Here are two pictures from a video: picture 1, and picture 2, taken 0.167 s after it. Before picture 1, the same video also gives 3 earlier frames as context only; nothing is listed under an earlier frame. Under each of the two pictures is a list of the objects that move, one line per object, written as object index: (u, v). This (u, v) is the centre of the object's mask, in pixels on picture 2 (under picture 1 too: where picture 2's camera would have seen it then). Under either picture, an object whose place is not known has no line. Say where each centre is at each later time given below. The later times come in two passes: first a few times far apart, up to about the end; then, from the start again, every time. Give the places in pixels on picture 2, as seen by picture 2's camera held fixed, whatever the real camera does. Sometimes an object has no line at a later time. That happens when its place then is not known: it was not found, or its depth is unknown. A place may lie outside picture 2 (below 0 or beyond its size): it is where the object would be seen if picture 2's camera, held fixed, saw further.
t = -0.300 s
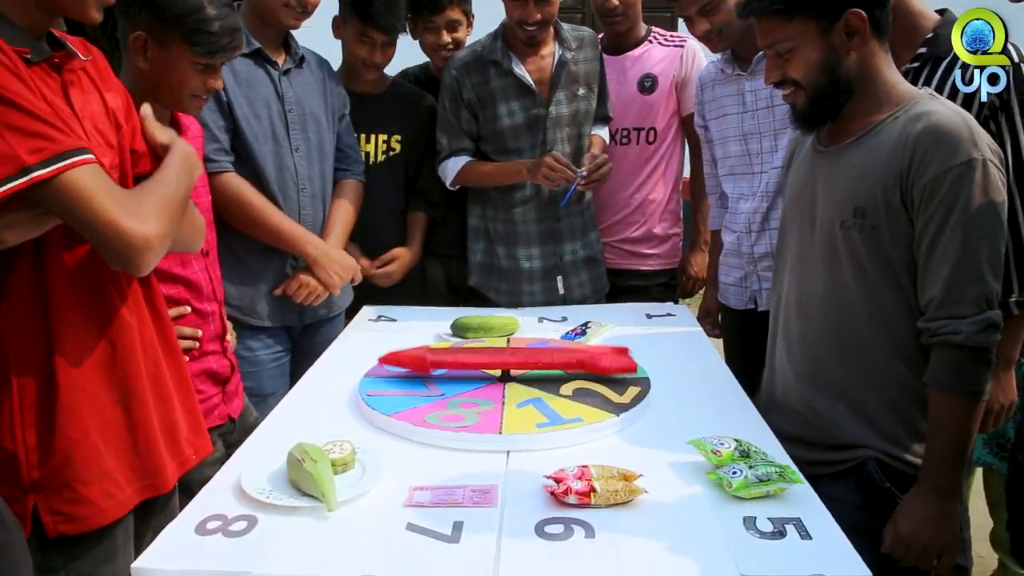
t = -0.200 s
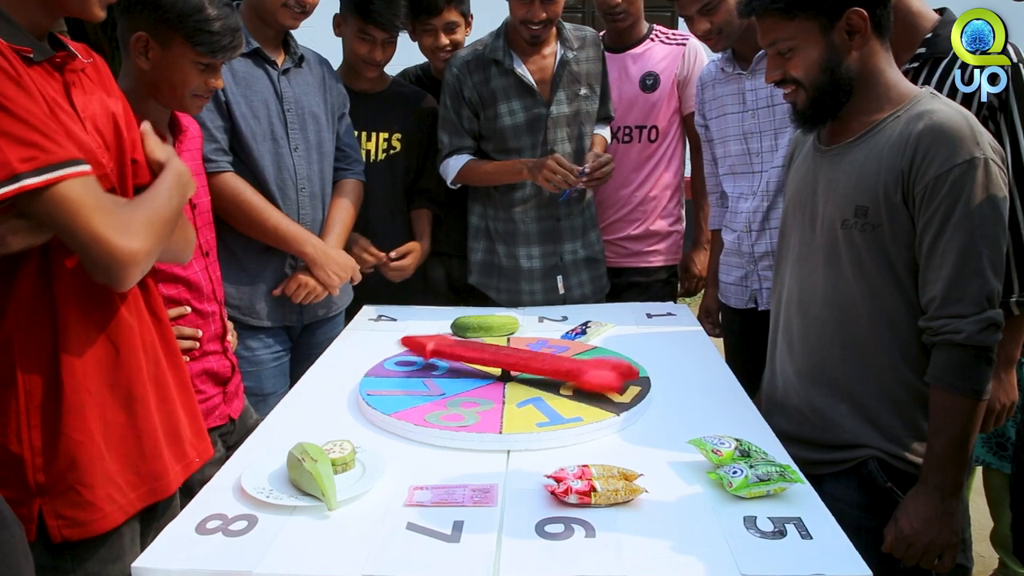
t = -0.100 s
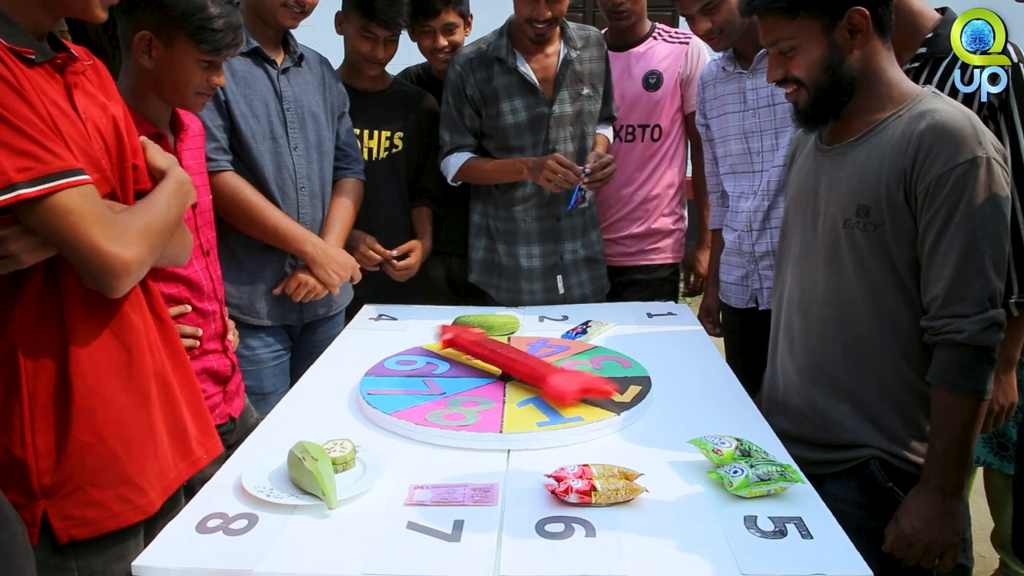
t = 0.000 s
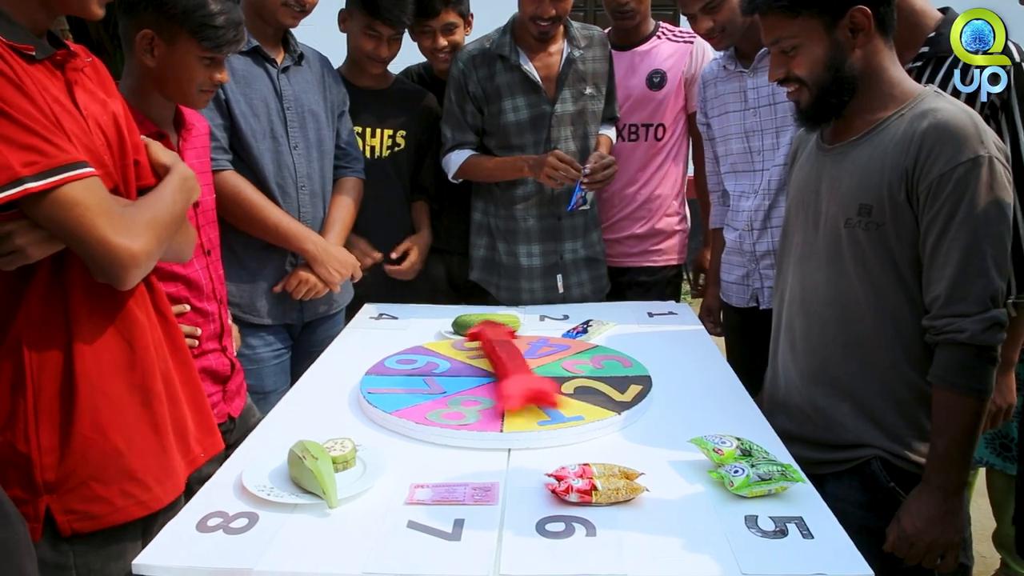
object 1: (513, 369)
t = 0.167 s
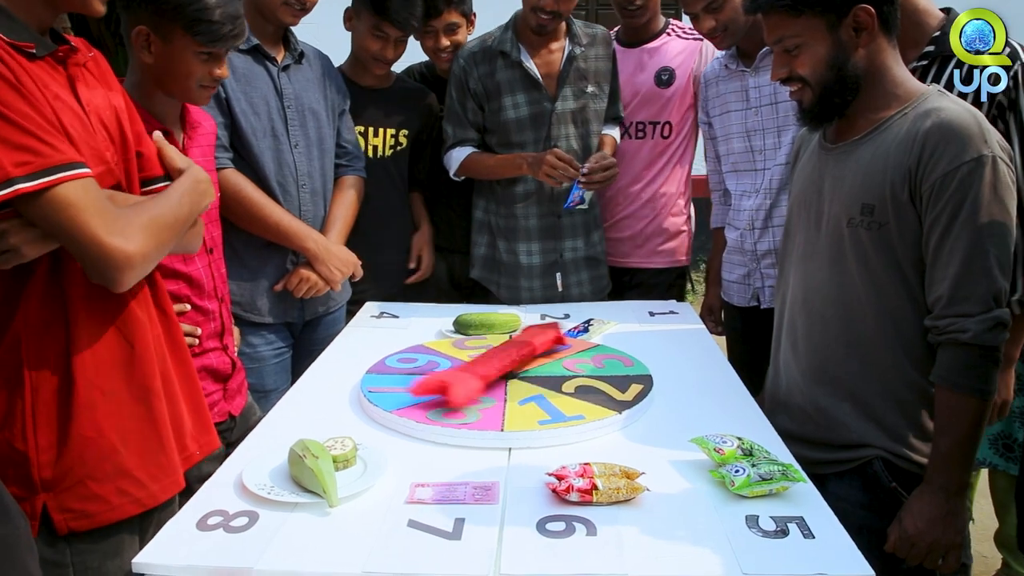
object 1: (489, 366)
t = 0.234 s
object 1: (490, 362)
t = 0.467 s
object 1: (506, 355)
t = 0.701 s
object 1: (513, 359)
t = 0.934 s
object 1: (505, 363)
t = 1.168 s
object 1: (506, 357)
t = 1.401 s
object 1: (518, 356)
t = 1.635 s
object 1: (529, 362)
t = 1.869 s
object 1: (518, 368)
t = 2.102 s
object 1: (498, 369)
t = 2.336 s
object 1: (487, 364)
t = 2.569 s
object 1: (489, 358)
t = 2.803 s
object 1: (497, 356)
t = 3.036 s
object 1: (506, 355)
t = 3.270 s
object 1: (511, 356)
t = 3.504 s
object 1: (514, 358)
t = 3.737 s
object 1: (513, 359)
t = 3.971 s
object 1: (512, 361)
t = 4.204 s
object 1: (511, 362)
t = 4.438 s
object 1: (509, 362)
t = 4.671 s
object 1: (507, 362)
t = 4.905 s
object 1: (505, 362)
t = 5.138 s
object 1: (505, 361)
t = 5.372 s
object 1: (505, 361)
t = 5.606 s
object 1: (505, 360)
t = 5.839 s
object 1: (505, 360)
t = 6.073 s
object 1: (505, 360)
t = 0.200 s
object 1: (487, 364)
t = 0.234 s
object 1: (490, 362)
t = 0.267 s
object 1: (489, 360)
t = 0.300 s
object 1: (489, 359)
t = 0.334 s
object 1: (491, 358)
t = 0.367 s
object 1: (495, 356)
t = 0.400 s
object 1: (498, 356)
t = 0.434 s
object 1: (502, 355)
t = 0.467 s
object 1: (506, 355)
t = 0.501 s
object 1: (509, 355)
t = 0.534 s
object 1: (510, 356)
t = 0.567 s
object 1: (512, 356)
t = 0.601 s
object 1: (514, 357)
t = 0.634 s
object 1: (514, 358)
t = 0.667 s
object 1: (514, 358)
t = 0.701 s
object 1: (513, 359)
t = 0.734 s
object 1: (512, 360)
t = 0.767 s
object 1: (512, 361)
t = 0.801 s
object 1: (511, 361)
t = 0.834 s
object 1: (510, 362)
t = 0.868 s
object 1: (509, 363)
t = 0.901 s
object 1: (507, 363)
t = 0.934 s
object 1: (505, 363)
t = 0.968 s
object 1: (504, 362)
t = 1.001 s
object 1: (504, 362)
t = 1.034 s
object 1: (505, 360)
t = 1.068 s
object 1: (507, 360)
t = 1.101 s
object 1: (506, 359)
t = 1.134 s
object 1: (504, 358)
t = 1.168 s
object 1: (506, 357)
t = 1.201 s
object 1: (507, 357)
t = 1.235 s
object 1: (508, 356)
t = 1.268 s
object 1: (510, 356)
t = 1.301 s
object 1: (511, 356)
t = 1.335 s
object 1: (513, 356)
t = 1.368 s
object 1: (516, 356)
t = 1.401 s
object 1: (518, 356)
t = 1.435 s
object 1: (521, 357)
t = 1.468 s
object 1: (522, 357)
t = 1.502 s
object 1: (524, 358)
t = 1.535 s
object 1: (526, 359)
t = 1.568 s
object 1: (527, 360)
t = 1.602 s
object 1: (528, 361)
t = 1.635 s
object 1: (529, 362)
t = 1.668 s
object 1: (529, 363)
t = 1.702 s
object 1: (528, 364)
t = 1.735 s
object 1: (528, 365)
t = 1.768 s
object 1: (526, 366)
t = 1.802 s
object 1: (524, 367)
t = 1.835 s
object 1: (521, 367)
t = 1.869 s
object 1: (518, 368)
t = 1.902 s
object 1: (515, 368)
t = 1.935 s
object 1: (513, 368)
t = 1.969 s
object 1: (510, 369)
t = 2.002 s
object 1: (507, 369)
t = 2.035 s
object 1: (504, 369)
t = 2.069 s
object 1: (501, 369)
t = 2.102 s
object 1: (498, 369)
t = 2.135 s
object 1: (495, 369)
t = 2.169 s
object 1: (493, 368)
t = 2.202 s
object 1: (492, 367)
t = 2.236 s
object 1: (490, 366)
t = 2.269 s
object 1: (489, 366)
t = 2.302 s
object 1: (489, 364)
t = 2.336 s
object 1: (487, 364)
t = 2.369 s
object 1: (487, 363)
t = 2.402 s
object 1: (488, 362)
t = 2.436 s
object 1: (489, 361)
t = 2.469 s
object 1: (488, 360)
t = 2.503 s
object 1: (488, 359)
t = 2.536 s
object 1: (488, 359)
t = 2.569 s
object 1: (489, 358)
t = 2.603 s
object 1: (490, 358)
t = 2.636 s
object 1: (490, 357)
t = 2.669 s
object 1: (491, 357)
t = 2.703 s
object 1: (494, 356)
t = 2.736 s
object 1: (495, 356)
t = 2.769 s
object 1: (496, 356)
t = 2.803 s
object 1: (497, 356)
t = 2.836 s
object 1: (498, 356)
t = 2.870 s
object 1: (498, 356)
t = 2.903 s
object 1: (501, 355)
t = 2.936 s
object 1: (503, 355)
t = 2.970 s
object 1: (504, 355)
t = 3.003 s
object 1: (505, 355)
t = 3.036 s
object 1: (506, 355)
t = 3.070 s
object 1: (506, 355)
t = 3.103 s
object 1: (508, 355)
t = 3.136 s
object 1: (509, 355)
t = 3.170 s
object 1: (509, 356)
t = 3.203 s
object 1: (510, 356)
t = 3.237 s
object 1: (510, 356)
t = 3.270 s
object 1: (511, 356)
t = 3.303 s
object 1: (511, 356)
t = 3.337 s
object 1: (511, 356)
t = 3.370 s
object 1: (512, 357)
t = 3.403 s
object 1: (513, 357)
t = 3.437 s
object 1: (513, 357)
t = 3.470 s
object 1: (513, 357)
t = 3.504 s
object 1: (514, 358)
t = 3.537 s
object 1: (513, 358)
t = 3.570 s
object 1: (513, 358)
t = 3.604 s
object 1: (513, 359)
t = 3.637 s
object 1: (513, 358)
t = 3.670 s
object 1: (513, 359)
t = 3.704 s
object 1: (513, 359)
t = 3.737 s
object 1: (513, 359)
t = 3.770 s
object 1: (512, 359)
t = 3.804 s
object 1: (512, 359)
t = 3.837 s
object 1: (512, 359)
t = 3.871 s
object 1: (512, 360)
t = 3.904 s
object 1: (512, 360)
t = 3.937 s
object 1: (512, 360)
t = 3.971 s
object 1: (512, 361)
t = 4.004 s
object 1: (512, 361)
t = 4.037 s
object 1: (512, 361)
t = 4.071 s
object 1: (512, 361)
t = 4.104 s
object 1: (512, 361)
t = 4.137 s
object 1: (511, 362)
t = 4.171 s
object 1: (511, 362)
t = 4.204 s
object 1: (511, 362)
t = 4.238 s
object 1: (511, 362)
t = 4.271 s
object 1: (510, 362)
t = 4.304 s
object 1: (510, 362)
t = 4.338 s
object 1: (510, 362)
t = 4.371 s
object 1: (509, 362)
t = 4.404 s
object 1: (509, 362)
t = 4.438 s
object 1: (509, 362)
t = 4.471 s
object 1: (508, 362)
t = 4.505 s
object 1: (508, 362)
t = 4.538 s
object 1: (508, 362)
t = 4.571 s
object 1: (508, 362)
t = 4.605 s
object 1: (507, 362)
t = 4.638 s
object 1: (507, 362)
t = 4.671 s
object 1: (507, 362)
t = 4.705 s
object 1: (506, 362)
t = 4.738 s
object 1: (506, 362)
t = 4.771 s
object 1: (506, 362)
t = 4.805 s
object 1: (506, 362)
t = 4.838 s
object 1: (506, 362)
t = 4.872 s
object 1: (506, 362)
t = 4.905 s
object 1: (505, 362)
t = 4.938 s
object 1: (505, 362)
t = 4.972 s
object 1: (505, 362)
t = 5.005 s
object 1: (505, 362)
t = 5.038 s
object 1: (505, 361)
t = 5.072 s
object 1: (505, 361)
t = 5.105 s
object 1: (505, 361)
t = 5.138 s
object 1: (505, 361)
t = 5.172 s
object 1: (505, 361)
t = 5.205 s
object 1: (505, 361)
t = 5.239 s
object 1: (505, 361)
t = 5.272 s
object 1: (505, 361)
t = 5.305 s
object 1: (505, 361)
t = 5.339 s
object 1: (505, 361)
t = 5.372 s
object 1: (505, 361)
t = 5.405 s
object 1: (505, 361)
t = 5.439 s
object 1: (505, 361)
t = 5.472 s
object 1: (505, 361)
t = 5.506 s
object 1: (505, 361)
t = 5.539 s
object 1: (505, 361)
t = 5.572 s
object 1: (505, 361)
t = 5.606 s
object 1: (505, 360)
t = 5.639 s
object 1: (505, 360)
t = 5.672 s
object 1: (505, 361)
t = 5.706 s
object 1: (505, 361)
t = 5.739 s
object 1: (505, 360)
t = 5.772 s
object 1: (505, 360)
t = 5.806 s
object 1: (505, 360)
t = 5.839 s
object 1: (505, 360)
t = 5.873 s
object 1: (505, 361)
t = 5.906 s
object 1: (505, 360)
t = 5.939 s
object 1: (504, 360)
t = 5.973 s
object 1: (505, 360)
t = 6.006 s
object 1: (505, 360)
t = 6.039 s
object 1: (505, 360)
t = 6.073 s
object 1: (505, 360)
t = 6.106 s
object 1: (505, 360)
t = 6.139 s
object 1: (505, 360)
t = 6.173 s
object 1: (505, 360)
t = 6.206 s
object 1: (505, 360)
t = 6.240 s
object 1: (505, 360)
